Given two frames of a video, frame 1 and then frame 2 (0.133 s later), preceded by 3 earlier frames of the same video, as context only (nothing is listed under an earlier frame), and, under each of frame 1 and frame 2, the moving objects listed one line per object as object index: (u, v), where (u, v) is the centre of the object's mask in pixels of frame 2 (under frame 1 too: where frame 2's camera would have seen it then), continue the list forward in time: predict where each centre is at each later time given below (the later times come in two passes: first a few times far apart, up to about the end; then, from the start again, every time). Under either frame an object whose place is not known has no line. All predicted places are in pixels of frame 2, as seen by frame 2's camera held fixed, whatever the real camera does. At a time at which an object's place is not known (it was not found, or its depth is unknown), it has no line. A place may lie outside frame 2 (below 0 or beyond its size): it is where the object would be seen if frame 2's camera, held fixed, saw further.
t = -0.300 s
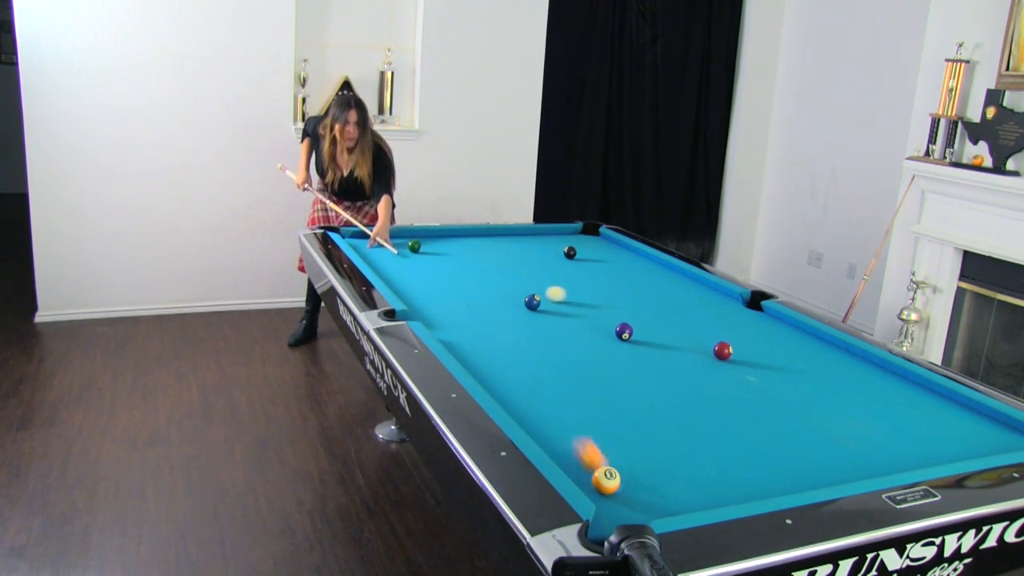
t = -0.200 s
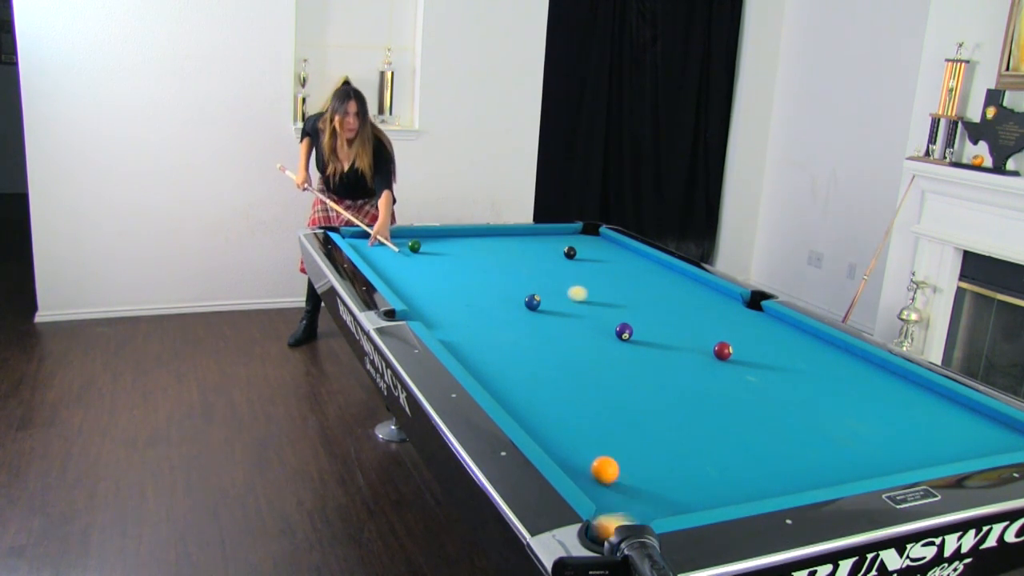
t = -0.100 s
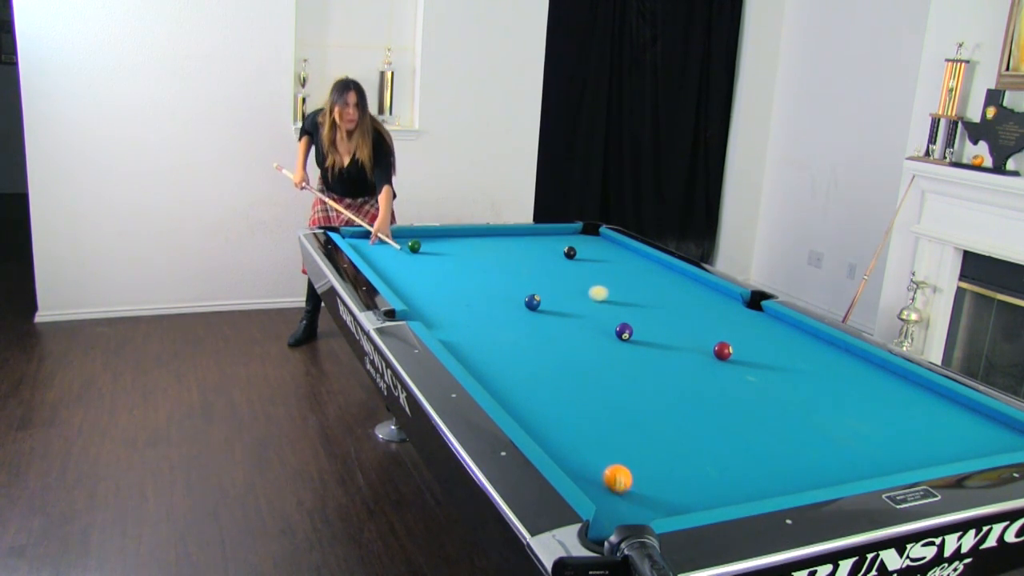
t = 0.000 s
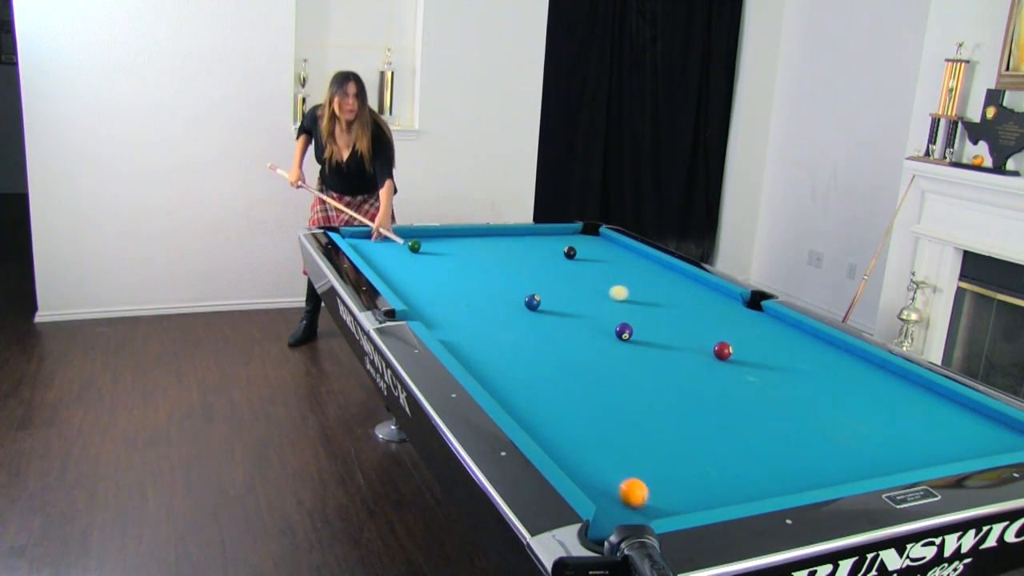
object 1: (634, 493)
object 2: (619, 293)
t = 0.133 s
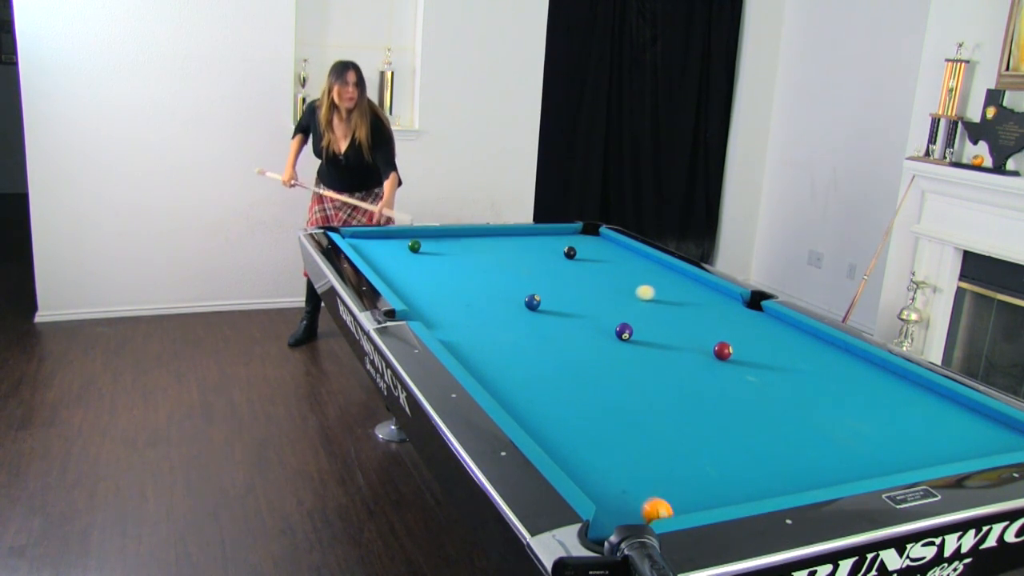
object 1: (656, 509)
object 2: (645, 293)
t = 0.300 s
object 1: (655, 503)
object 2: (676, 292)
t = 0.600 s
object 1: (646, 479)
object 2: (723, 292)
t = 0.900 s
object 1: (638, 460)
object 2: (697, 292)
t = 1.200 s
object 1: (632, 444)
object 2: (672, 292)
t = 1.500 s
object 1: (627, 430)
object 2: (649, 293)
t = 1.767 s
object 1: (624, 420)
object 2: (629, 293)
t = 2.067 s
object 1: (621, 411)
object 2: (609, 293)
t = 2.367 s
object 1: (619, 403)
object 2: (590, 294)
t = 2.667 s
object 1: (617, 396)
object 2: (572, 294)
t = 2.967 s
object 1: (617, 391)
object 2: (557, 295)
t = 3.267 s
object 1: (617, 388)
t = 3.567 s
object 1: (617, 385)
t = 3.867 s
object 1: (616, 384)
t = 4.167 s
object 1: (616, 384)
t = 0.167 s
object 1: (659, 511)
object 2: (651, 293)
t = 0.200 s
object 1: (658, 509)
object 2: (658, 292)
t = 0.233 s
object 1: (657, 507)
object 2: (664, 292)
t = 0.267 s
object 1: (656, 505)
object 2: (670, 292)
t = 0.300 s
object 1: (655, 503)
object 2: (676, 292)
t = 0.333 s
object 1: (654, 501)
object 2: (682, 292)
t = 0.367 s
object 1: (653, 497)
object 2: (689, 292)
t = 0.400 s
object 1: (652, 495)
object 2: (695, 292)
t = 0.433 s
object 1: (651, 492)
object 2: (700, 292)
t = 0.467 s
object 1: (650, 490)
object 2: (706, 292)
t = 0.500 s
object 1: (649, 487)
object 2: (712, 292)
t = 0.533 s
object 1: (648, 485)
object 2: (718, 291)
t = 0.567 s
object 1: (647, 482)
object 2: (723, 292)
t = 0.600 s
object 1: (646, 479)
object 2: (723, 292)
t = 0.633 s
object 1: (645, 477)
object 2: (720, 292)
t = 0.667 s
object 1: (644, 475)
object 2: (717, 292)
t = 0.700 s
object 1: (643, 473)
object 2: (714, 292)
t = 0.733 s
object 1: (642, 470)
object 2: (711, 292)
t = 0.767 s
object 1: (641, 468)
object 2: (708, 292)
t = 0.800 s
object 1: (640, 466)
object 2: (706, 292)
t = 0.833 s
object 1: (640, 464)
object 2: (703, 292)
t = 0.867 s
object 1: (639, 462)
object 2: (700, 292)
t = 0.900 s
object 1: (638, 460)
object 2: (697, 292)
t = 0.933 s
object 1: (637, 458)
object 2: (694, 292)
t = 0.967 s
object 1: (637, 456)
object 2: (691, 292)
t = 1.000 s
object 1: (636, 454)
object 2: (689, 292)
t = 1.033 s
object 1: (635, 452)
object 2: (686, 292)
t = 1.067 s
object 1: (635, 450)
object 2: (683, 292)
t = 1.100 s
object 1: (634, 449)
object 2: (680, 292)
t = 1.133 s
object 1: (633, 447)
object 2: (678, 292)
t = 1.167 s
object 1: (633, 445)
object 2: (675, 292)
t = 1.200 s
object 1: (632, 444)
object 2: (672, 292)
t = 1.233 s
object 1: (632, 442)
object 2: (670, 292)
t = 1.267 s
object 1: (631, 440)
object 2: (667, 292)
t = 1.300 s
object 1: (630, 439)
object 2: (665, 292)
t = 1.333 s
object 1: (630, 437)
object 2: (662, 292)
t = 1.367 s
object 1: (629, 436)
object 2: (659, 292)
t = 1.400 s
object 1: (629, 434)
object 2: (657, 292)
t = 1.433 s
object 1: (628, 433)
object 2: (654, 292)
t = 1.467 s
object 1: (628, 431)
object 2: (652, 293)
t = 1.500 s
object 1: (627, 430)
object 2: (649, 293)
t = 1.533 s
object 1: (627, 429)
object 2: (647, 293)
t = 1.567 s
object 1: (626, 428)
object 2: (644, 293)
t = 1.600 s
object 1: (626, 426)
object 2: (642, 293)
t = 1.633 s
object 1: (626, 425)
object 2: (639, 293)
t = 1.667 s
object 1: (625, 423)
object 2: (637, 293)
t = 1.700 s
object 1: (625, 422)
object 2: (634, 293)
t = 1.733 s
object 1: (624, 421)
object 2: (632, 293)
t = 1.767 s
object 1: (624, 420)
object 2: (629, 293)
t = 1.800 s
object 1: (623, 419)
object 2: (627, 293)
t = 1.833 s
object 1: (623, 417)
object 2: (625, 293)
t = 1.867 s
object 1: (623, 416)
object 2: (623, 293)
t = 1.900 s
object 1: (623, 415)
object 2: (620, 293)
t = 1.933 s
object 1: (622, 414)
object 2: (618, 293)
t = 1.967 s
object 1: (622, 413)
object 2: (616, 293)
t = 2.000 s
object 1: (621, 413)
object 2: (613, 293)
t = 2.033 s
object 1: (621, 411)
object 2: (611, 293)
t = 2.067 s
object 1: (621, 411)
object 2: (609, 293)
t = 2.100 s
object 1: (621, 410)
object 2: (607, 293)
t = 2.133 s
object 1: (620, 409)
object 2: (605, 293)
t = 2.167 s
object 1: (620, 407)
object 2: (602, 293)
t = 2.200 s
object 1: (620, 407)
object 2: (600, 293)
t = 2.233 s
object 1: (620, 406)
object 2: (598, 293)
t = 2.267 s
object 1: (619, 405)
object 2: (596, 293)
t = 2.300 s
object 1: (619, 404)
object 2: (594, 293)
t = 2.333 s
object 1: (619, 403)
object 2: (592, 294)
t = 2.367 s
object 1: (619, 403)
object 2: (590, 294)
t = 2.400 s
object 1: (619, 402)
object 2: (588, 293)
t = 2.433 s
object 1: (618, 401)
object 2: (586, 294)
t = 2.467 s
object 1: (618, 400)
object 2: (584, 294)
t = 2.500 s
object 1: (618, 400)
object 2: (582, 294)
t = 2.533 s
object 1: (618, 399)
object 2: (580, 294)
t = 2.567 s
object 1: (618, 398)
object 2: (578, 294)
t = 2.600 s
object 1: (618, 398)
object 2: (576, 294)
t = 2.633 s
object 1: (617, 397)
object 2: (574, 294)
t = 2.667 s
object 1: (617, 396)
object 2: (572, 294)
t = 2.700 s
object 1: (617, 396)
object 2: (570, 294)
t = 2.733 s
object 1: (617, 395)
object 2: (569, 294)
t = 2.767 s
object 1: (617, 395)
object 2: (567, 294)
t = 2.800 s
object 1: (617, 394)
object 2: (565, 294)
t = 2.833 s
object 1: (617, 394)
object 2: (563, 294)
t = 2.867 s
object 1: (617, 393)
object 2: (562, 295)
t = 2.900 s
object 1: (617, 392)
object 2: (560, 295)
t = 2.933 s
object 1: (617, 392)
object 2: (558, 295)
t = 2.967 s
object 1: (617, 391)
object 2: (557, 295)
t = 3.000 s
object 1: (617, 391)
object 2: (555, 295)
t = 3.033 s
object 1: (617, 391)
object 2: (553, 295)
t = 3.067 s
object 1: (617, 390)
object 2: (552, 295)
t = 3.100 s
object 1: (617, 390)
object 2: (550, 295)
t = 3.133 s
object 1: (617, 389)
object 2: (549, 295)
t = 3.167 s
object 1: (617, 389)
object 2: (547, 295)
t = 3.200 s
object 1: (617, 389)
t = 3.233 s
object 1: (617, 388)
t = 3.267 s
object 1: (617, 388)
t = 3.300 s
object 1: (617, 388)
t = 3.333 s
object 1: (617, 387)
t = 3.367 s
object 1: (617, 387)
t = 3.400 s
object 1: (617, 387)
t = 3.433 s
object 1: (617, 386)
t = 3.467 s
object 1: (617, 386)
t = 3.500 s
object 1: (617, 386)
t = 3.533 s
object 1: (617, 386)
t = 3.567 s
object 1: (617, 385)
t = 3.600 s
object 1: (617, 385)
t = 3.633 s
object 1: (616, 385)
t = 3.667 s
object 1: (616, 385)
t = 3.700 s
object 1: (616, 385)
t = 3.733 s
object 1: (616, 384)
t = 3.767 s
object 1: (616, 384)
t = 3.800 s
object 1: (616, 384)
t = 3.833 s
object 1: (616, 384)
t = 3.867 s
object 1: (616, 384)
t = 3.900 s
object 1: (616, 384)
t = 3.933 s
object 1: (616, 384)
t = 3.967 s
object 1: (616, 384)
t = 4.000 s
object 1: (616, 384)
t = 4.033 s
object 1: (616, 384)
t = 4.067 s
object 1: (616, 384)
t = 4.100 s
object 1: (616, 384)
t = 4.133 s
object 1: (616, 384)
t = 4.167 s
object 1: (616, 384)
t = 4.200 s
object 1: (616, 384)
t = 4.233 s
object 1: (616, 384)
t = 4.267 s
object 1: (616, 384)
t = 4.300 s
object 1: (616, 384)
